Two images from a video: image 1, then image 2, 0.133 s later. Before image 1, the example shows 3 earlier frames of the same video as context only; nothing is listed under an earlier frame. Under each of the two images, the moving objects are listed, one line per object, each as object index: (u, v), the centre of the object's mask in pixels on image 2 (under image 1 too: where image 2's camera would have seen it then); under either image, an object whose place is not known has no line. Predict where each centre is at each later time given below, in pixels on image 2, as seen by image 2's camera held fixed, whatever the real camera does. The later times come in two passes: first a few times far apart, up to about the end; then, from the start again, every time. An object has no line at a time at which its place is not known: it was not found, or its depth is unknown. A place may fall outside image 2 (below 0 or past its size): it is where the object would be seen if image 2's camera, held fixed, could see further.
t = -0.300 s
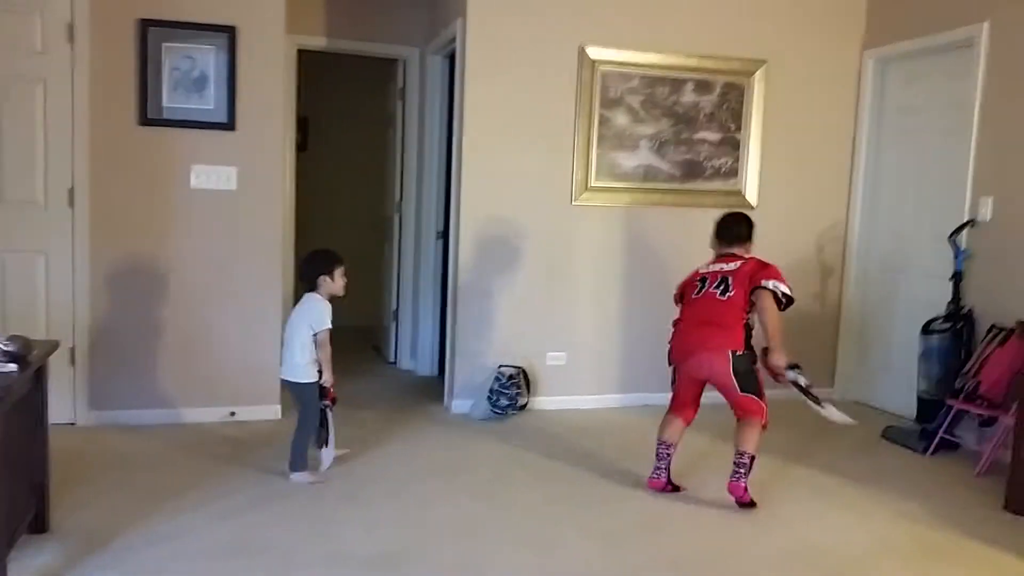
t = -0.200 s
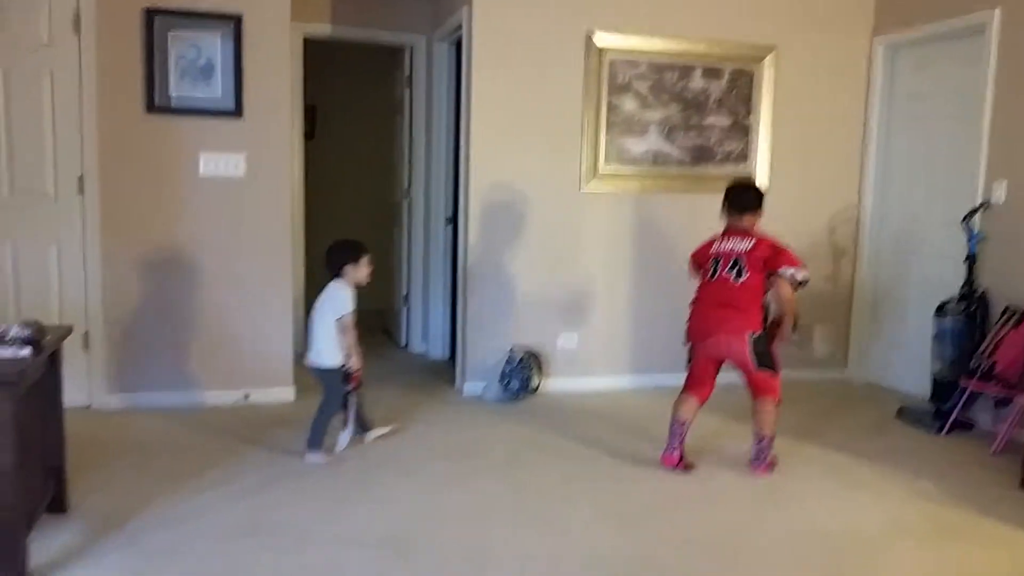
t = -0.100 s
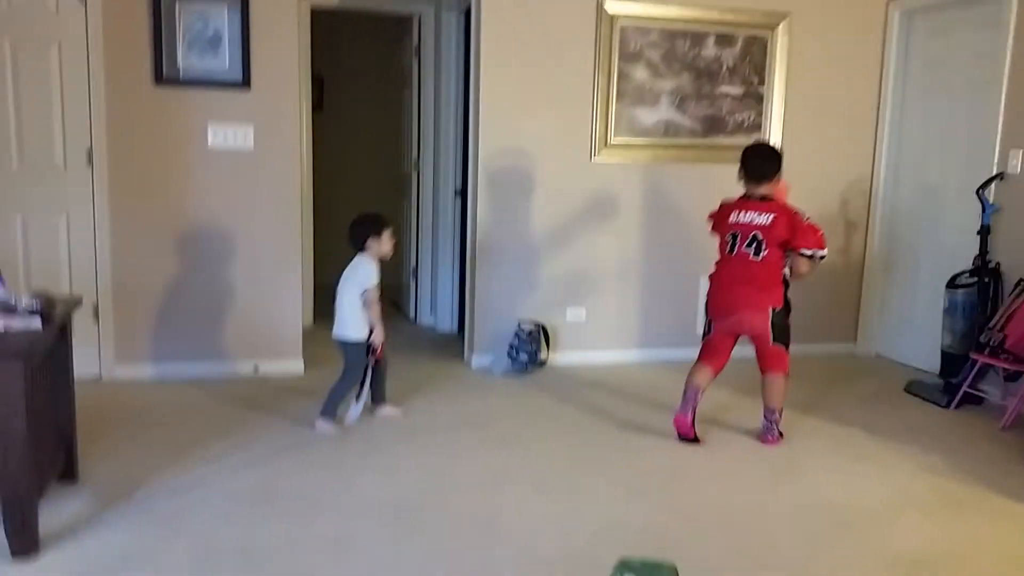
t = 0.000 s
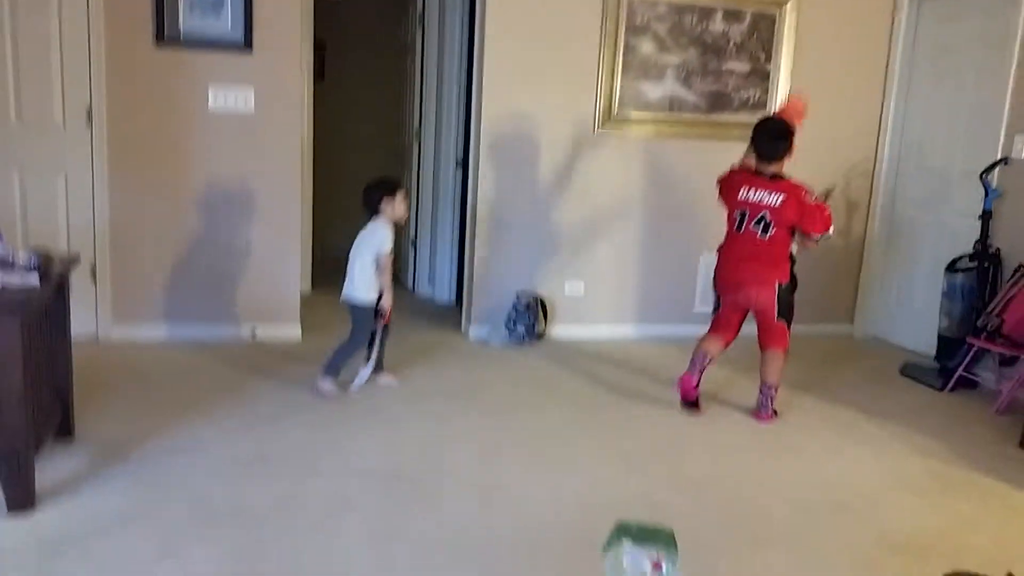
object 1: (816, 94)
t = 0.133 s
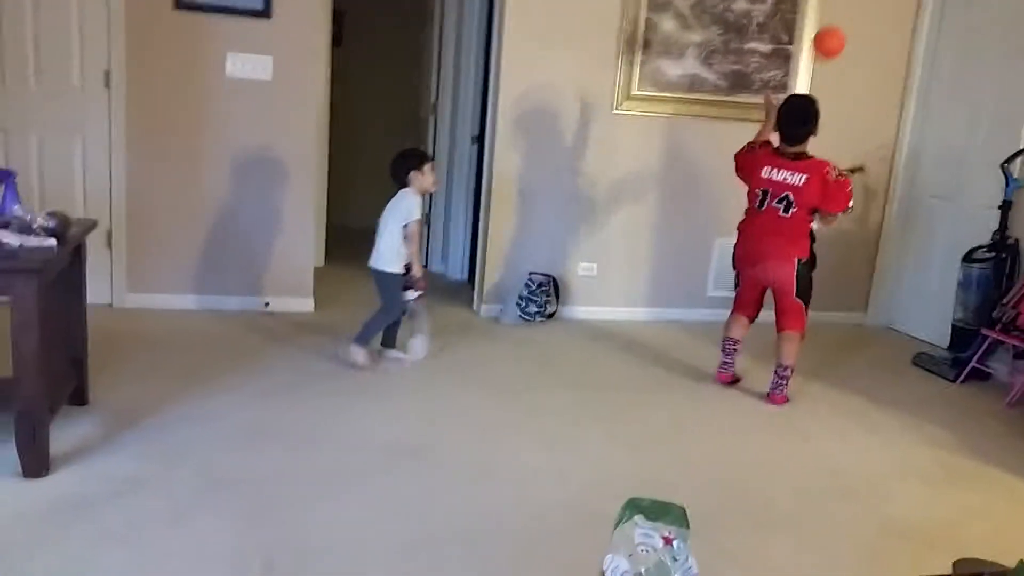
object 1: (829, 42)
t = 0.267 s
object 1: (842, 27)
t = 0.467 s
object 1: (847, 96)
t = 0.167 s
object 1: (834, 36)
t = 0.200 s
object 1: (837, 32)
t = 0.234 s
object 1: (839, 30)
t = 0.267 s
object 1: (842, 27)
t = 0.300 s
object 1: (844, 31)
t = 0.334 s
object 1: (844, 40)
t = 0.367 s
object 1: (843, 48)
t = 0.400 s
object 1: (846, 60)
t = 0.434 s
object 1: (847, 77)
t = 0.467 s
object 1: (847, 96)
